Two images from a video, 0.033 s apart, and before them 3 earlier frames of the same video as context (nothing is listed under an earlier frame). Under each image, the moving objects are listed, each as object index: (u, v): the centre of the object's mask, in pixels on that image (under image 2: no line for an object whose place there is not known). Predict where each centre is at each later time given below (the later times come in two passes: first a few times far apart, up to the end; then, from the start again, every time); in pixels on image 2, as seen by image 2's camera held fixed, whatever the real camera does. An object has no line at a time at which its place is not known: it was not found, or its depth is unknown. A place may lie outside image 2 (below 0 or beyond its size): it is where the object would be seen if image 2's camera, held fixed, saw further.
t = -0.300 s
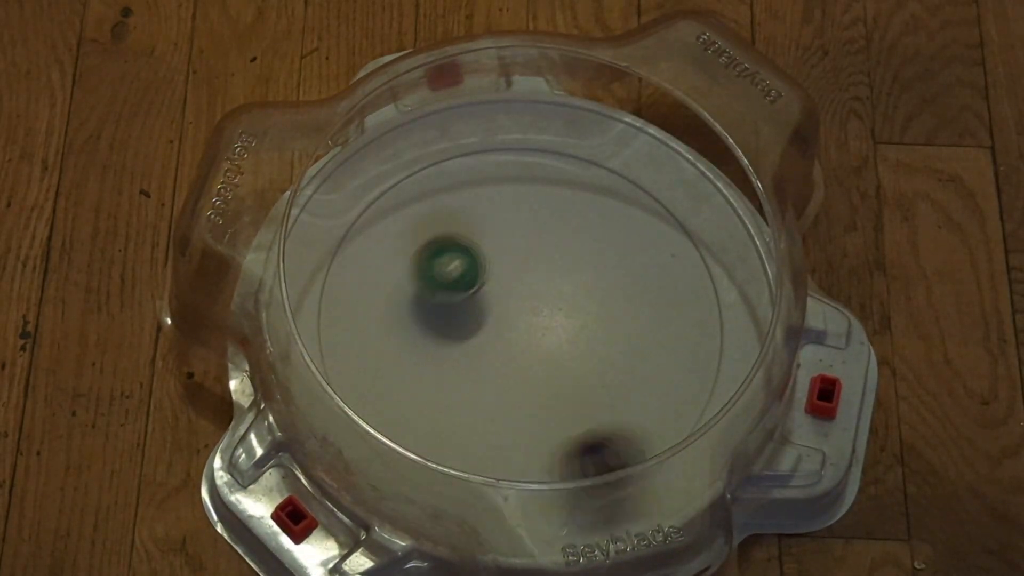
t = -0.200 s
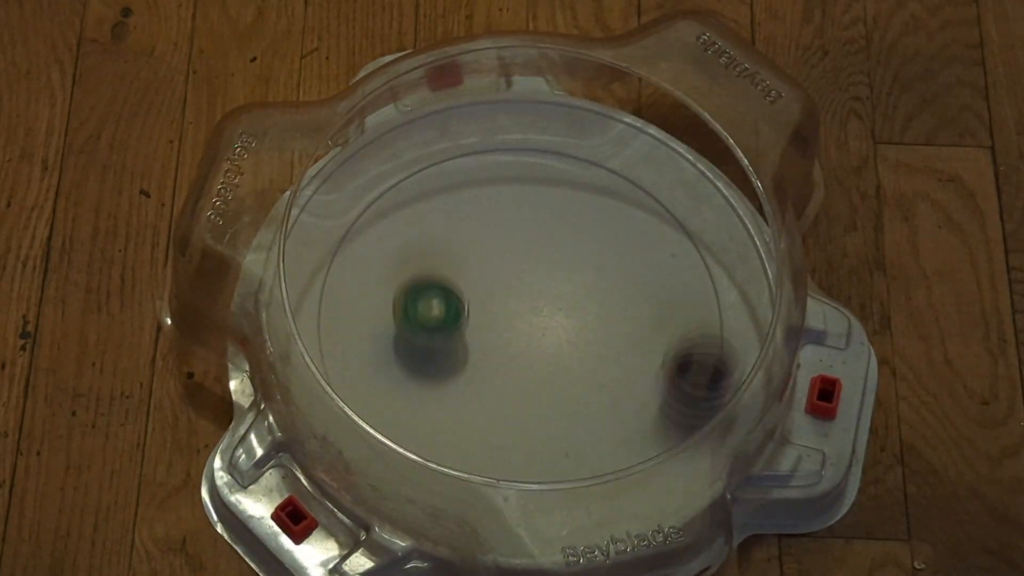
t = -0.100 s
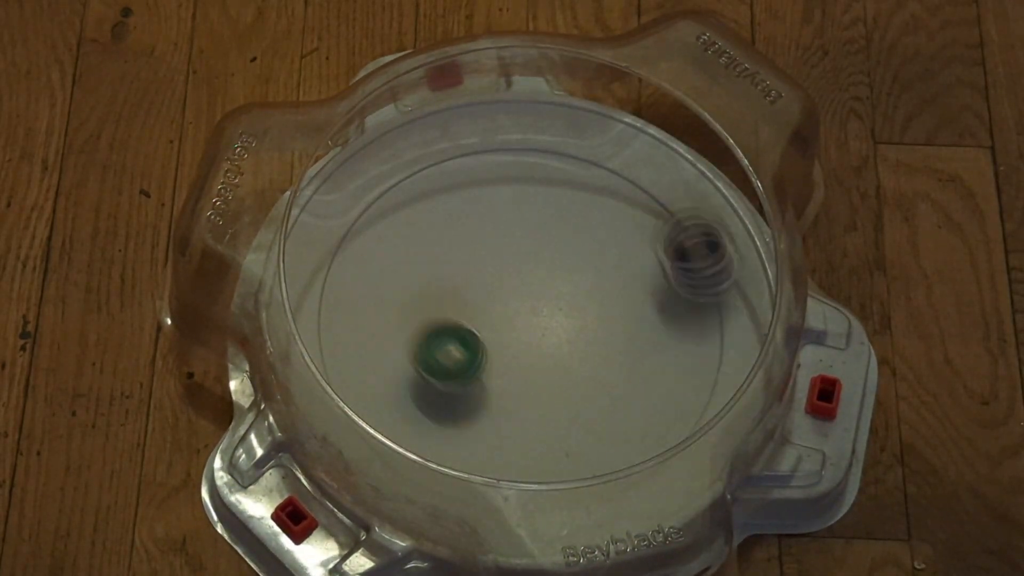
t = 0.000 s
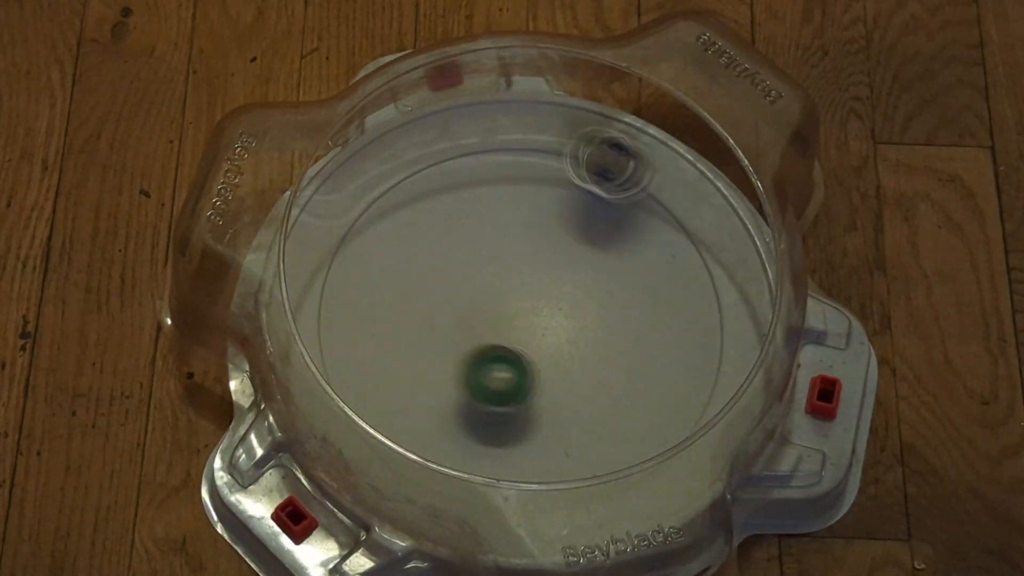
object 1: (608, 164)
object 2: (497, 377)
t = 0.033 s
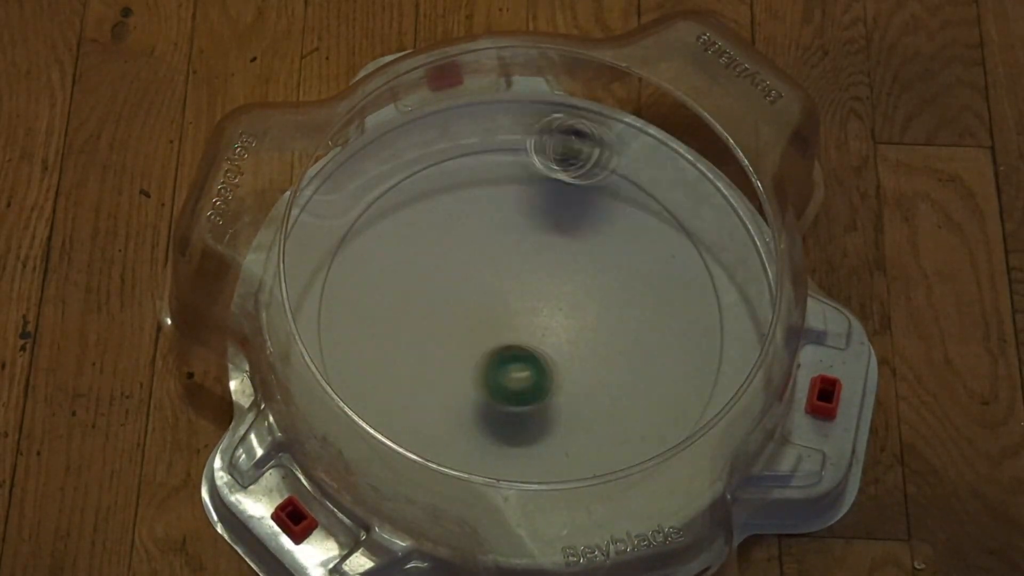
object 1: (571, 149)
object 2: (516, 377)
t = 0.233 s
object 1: (347, 226)
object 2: (587, 313)
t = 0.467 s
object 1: (483, 473)
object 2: (514, 241)
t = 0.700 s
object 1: (705, 330)
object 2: (448, 308)
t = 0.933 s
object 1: (542, 153)
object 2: (544, 362)
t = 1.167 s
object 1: (345, 248)
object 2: (591, 284)
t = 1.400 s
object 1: (475, 466)
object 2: (497, 252)
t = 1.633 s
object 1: (680, 369)
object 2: (480, 340)
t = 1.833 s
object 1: (638, 196)
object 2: (556, 365)
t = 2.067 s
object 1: (431, 183)
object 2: (579, 293)
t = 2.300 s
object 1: (384, 363)
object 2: (494, 288)
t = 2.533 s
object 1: (577, 446)
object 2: (497, 362)
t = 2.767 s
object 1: (683, 282)
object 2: (563, 346)
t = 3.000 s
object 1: (499, 173)
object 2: (525, 287)
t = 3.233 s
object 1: (360, 295)
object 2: (472, 325)
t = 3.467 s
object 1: (480, 452)
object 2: (523, 353)
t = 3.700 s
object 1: (670, 362)
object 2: (538, 299)
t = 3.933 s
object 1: (588, 189)
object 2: (487, 292)
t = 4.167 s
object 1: (389, 215)
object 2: (498, 331)
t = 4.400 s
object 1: (421, 417)
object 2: (541, 314)
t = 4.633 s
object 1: (651, 404)
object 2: (522, 283)
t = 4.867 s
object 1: (661, 221)
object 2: (502, 309)
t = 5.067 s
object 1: (483, 167)
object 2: (530, 324)
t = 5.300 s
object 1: (370, 337)
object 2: (544, 306)
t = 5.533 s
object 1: (544, 453)
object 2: (524, 300)
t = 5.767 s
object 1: (663, 289)
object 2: (518, 326)
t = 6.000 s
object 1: (443, 204)
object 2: (533, 327)
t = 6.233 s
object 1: (374, 383)
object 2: (527, 314)
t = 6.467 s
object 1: (593, 435)
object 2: (510, 319)
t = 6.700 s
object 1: (598, 239)
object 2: (514, 328)
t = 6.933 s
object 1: (391, 241)
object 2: (521, 317)
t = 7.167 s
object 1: (469, 414)
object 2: (512, 308)
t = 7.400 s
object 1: (622, 336)
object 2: (507, 312)
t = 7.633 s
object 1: (544, 224)
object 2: (516, 313)
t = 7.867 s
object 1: (435, 288)
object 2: (532, 311)
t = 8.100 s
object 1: (450, 395)
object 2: (562, 291)
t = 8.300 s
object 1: (562, 372)
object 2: (537, 289)
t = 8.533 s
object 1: (626, 315)
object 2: (479, 253)
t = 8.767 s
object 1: (527, 257)
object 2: (460, 321)
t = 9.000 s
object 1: (450, 302)
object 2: (524, 347)
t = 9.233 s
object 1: (516, 380)
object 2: (547, 311)
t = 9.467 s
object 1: (596, 313)
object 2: (514, 298)
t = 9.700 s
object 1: (606, 202)
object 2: (484, 329)
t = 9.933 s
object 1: (496, 234)
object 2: (515, 345)
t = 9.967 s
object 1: (487, 255)
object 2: (515, 342)
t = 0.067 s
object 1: (531, 144)
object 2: (534, 374)
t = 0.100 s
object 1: (486, 145)
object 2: (550, 367)
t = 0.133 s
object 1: (448, 154)
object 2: (565, 357)
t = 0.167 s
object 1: (403, 175)
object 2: (577, 342)
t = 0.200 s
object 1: (372, 198)
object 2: (584, 330)
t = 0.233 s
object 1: (347, 226)
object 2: (587, 313)
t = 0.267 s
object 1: (334, 265)
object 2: (586, 297)
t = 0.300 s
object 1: (331, 317)
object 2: (581, 283)
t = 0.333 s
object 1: (342, 355)
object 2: (572, 268)
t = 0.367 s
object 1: (367, 393)
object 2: (560, 257)
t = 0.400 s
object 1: (401, 424)
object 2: (547, 249)
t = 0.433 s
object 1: (442, 461)
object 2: (530, 244)
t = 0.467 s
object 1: (483, 473)
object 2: (514, 241)
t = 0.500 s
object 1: (531, 477)
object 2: (497, 242)
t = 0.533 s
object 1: (575, 466)
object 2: (479, 247)
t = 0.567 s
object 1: (616, 450)
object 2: (468, 254)
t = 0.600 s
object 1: (649, 429)
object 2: (456, 265)
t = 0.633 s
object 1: (677, 402)
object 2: (449, 277)
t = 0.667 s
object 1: (697, 368)
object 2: (446, 292)
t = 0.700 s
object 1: (705, 330)
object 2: (448, 308)
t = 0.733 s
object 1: (703, 292)
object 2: (455, 323)
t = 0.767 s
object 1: (694, 258)
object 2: (464, 335)
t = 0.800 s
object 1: (675, 228)
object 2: (477, 347)
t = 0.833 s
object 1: (648, 204)
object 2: (493, 356)
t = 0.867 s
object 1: (616, 181)
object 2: (510, 362)
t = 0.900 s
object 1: (581, 165)
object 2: (527, 363)
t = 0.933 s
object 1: (542, 153)
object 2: (544, 362)
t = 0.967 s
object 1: (501, 146)
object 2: (559, 358)
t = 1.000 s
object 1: (460, 148)
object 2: (573, 351)
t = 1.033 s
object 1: (428, 155)
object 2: (584, 340)
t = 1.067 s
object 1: (400, 170)
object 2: (592, 328)
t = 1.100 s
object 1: (376, 195)
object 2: (595, 314)
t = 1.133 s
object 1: (357, 220)
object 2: (596, 299)
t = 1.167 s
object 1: (345, 248)
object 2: (591, 284)
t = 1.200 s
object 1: (340, 281)
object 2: (582, 271)
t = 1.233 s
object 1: (342, 319)
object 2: (572, 259)
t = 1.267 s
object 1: (353, 359)
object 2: (557, 250)
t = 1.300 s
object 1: (375, 390)
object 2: (543, 243)
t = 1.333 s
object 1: (402, 420)
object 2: (527, 241)
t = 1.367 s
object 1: (438, 443)
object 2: (512, 244)
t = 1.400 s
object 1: (475, 466)
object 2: (497, 252)
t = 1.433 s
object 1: (514, 472)
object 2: (486, 261)
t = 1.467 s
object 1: (552, 470)
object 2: (476, 273)
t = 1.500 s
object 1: (586, 460)
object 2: (469, 285)
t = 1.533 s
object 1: (616, 444)
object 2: (465, 300)
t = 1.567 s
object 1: (643, 423)
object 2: (467, 315)
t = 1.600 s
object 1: (665, 399)
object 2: (472, 329)
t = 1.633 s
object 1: (680, 369)
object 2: (480, 340)
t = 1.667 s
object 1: (689, 338)
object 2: (489, 350)
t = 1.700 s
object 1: (692, 306)
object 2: (501, 358)
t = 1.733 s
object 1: (687, 274)
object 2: (515, 364)
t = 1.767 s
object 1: (677, 245)
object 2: (528, 366)
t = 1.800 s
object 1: (660, 218)
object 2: (542, 367)
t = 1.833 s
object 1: (638, 196)
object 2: (556, 365)
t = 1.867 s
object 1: (612, 177)
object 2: (568, 359)
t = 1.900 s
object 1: (581, 164)
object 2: (578, 350)
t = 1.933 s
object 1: (550, 155)
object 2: (586, 339)
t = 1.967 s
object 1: (518, 153)
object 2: (590, 327)
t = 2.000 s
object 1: (488, 157)
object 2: (590, 315)
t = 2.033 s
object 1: (458, 167)
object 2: (587, 303)
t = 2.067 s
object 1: (431, 183)
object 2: (579, 293)
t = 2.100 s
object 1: (410, 201)
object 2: (570, 284)
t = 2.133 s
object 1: (392, 223)
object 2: (558, 278)
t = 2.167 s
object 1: (380, 249)
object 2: (544, 273)
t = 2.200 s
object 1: (372, 276)
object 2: (529, 272)
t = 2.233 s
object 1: (370, 305)
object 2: (517, 275)
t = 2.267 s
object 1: (374, 334)
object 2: (504, 280)
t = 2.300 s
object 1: (384, 363)
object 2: (494, 288)
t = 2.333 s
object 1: (400, 389)
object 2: (486, 298)
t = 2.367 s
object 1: (421, 412)
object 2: (480, 311)
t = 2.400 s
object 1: (447, 429)
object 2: (477, 323)
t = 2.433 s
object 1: (478, 442)
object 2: (479, 336)
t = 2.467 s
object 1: (510, 449)
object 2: (482, 347)
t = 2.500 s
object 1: (543, 450)
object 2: (489, 356)
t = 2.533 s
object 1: (577, 446)
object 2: (497, 362)
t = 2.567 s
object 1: (607, 436)
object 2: (508, 367)
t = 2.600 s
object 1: (636, 420)
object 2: (519, 372)
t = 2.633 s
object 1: (658, 399)
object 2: (530, 371)
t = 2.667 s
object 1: (675, 372)
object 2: (540, 369)
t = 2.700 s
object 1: (685, 343)
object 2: (550, 363)
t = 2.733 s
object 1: (688, 313)
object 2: (558, 354)
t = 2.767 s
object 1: (683, 282)
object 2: (563, 346)
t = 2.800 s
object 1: (670, 253)
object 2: (566, 335)
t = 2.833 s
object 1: (649, 227)
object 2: (565, 324)
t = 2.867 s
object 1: (624, 206)
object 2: (562, 313)
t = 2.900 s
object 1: (593, 189)
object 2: (556, 303)
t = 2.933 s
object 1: (562, 178)
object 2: (547, 297)
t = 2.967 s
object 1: (530, 172)
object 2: (536, 291)
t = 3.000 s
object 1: (499, 173)
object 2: (525, 287)
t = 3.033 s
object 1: (468, 178)
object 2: (513, 287)
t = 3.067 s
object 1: (440, 189)
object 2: (502, 289)
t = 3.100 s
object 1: (415, 204)
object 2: (492, 293)
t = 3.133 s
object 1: (393, 222)
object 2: (483, 300)
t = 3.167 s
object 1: (378, 244)
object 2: (477, 307)
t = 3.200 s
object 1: (365, 270)
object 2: (473, 316)
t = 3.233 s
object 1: (360, 295)
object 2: (472, 325)
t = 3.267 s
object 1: (360, 324)
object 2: (473, 334)
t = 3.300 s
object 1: (364, 353)
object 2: (477, 341)
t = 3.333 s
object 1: (376, 381)
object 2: (484, 348)
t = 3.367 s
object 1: (396, 403)
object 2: (492, 352)
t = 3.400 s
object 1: (418, 423)
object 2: (503, 355)
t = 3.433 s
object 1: (447, 440)
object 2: (512, 355)
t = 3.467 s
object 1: (480, 452)
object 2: (523, 353)
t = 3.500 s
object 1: (510, 456)
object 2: (531, 349)
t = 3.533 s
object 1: (546, 456)
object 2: (538, 342)
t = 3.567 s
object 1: (580, 449)
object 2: (542, 334)
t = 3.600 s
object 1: (611, 436)
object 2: (546, 325)
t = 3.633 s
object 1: (637, 417)
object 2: (545, 317)
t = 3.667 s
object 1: (658, 392)
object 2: (543, 308)
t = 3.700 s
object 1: (670, 362)
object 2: (538, 299)
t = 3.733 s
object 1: (676, 331)
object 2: (531, 292)
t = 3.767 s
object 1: (675, 300)
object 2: (524, 287)
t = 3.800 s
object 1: (668, 273)
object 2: (516, 283)
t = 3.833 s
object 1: (655, 247)
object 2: (509, 283)
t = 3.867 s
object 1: (638, 224)
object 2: (500, 284)
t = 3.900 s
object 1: (615, 204)
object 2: (493, 287)
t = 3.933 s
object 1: (588, 189)
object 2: (487, 292)
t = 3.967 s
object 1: (560, 177)
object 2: (483, 296)
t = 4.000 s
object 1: (532, 170)
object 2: (479, 303)
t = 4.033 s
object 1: (500, 168)
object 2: (478, 309)
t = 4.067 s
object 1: (471, 171)
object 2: (479, 315)
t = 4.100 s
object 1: (443, 180)
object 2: (483, 321)
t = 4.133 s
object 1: (414, 195)
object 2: (490, 326)
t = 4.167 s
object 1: (389, 215)
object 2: (498, 331)
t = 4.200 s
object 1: (371, 240)
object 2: (505, 334)
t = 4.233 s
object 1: (359, 267)
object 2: (513, 335)
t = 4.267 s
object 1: (355, 297)
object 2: (520, 335)
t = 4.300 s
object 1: (360, 332)
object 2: (527, 332)
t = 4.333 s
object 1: (372, 363)
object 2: (533, 326)
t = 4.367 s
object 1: (391, 392)
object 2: (537, 321)
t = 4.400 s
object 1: (421, 417)
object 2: (541, 314)
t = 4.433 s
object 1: (453, 435)
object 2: (542, 307)
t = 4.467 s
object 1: (488, 445)
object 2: (541, 300)
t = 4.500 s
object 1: (523, 449)
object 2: (539, 294)
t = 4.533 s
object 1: (560, 448)
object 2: (536, 289)
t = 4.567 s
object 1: (595, 439)
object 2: (532, 286)
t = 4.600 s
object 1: (625, 424)
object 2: (527, 283)
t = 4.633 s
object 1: (651, 404)
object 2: (522, 283)
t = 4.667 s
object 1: (671, 380)
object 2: (516, 285)
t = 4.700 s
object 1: (685, 356)
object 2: (511, 287)
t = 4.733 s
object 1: (692, 326)
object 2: (507, 291)
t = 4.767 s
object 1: (692, 298)
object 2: (503, 295)
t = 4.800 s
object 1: (689, 272)
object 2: (501, 299)
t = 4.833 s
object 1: (678, 245)
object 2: (501, 304)
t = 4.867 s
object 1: (661, 221)
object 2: (502, 309)
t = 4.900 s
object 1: (641, 201)
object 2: (504, 313)
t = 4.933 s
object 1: (616, 185)
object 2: (507, 317)
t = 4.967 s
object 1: (587, 173)
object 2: (512, 320)
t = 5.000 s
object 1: (551, 164)
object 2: (517, 322)
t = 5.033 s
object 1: (517, 161)
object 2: (524, 323)
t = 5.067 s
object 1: (483, 167)
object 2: (530, 324)
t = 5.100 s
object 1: (450, 177)
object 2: (535, 323)
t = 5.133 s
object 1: (420, 196)
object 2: (539, 322)
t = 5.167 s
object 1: (398, 216)
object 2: (542, 321)
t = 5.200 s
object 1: (380, 245)
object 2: (544, 318)
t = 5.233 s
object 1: (371, 271)
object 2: (545, 314)
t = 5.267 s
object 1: (366, 304)
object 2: (544, 310)
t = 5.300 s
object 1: (370, 337)
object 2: (544, 306)
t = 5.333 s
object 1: (381, 366)
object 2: (542, 303)
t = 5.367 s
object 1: (396, 392)
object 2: (540, 300)
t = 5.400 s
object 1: (418, 415)
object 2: (538, 298)
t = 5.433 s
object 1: (447, 433)
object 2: (534, 298)
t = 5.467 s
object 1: (478, 445)
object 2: (531, 297)
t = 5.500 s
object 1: (508, 451)
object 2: (528, 298)
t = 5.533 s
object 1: (544, 453)
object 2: (524, 300)
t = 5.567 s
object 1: (574, 448)
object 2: (521, 304)
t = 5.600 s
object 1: (610, 435)
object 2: (519, 308)
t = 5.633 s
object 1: (635, 417)
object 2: (518, 312)
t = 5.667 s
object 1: (656, 390)
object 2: (516, 316)
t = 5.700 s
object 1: (668, 358)
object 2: (516, 320)
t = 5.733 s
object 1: (670, 323)
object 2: (517, 324)
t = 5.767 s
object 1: (663, 289)
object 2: (518, 326)
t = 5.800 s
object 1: (649, 260)
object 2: (519, 328)
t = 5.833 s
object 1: (623, 230)
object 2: (521, 329)
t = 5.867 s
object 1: (593, 211)
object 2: (524, 330)
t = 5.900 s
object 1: (556, 197)
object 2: (526, 330)
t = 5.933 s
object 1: (518, 191)
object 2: (529, 330)
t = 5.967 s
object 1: (480, 193)
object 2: (531, 329)
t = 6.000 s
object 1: (443, 204)
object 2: (533, 327)
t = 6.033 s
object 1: (413, 219)
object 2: (534, 325)
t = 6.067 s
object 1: (390, 237)
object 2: (535, 323)
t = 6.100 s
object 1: (371, 266)
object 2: (534, 321)
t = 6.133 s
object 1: (362, 294)
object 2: (533, 319)
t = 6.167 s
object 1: (357, 325)
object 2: (532, 317)
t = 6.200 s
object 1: (361, 356)
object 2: (530, 315)
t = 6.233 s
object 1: (374, 383)
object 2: (527, 314)
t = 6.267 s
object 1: (395, 409)
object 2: (525, 313)
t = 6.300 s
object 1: (424, 431)
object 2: (522, 313)
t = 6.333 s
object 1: (457, 446)
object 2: (519, 313)
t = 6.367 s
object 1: (491, 454)
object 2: (516, 314)
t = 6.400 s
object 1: (530, 455)
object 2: (514, 315)
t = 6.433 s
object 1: (563, 449)
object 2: (512, 317)
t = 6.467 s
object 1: (593, 435)
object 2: (510, 319)
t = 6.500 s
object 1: (620, 411)
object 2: (509, 321)
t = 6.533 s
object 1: (637, 385)
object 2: (509, 323)
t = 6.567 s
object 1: (644, 358)
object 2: (509, 325)
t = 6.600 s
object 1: (645, 327)
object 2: (510, 327)
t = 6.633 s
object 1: (636, 293)
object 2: (511, 327)
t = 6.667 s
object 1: (620, 263)
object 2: (513, 328)
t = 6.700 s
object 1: (598, 239)
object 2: (514, 328)
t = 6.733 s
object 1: (571, 218)
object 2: (516, 327)
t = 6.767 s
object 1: (537, 204)
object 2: (517, 326)
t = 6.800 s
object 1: (503, 197)
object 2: (519, 325)
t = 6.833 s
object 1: (469, 196)
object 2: (520, 324)
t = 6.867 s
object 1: (437, 204)
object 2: (521, 322)
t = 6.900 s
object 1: (411, 219)
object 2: (521, 319)
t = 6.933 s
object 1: (391, 241)
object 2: (521, 317)
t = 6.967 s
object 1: (377, 268)
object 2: (521, 315)
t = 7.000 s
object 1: (372, 297)
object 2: (521, 313)
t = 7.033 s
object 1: (379, 333)
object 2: (520, 312)
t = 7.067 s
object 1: (394, 362)
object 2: (518, 310)
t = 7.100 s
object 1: (416, 385)
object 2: (516, 309)
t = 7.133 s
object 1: (440, 402)
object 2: (514, 309)
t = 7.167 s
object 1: (469, 414)
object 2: (512, 308)
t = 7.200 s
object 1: (500, 418)
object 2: (510, 308)
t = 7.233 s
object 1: (531, 416)
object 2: (508, 309)
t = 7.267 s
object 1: (555, 407)
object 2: (507, 309)
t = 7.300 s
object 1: (580, 394)
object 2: (506, 309)
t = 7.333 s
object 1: (598, 378)
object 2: (506, 310)
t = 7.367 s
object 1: (613, 359)
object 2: (506, 311)
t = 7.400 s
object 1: (622, 336)
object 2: (507, 312)
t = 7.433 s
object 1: (624, 314)
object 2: (508, 313)
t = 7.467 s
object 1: (621, 292)
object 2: (509, 313)
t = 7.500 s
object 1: (612, 271)
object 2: (511, 314)
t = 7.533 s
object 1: (599, 252)
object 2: (512, 314)
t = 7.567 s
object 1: (583, 238)
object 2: (513, 314)
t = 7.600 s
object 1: (562, 229)
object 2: (515, 314)
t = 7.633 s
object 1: (544, 224)
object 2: (516, 313)
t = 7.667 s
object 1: (522, 224)
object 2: (518, 313)
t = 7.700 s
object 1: (502, 227)
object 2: (519, 312)
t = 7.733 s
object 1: (486, 234)
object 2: (521, 312)
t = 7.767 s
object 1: (471, 246)
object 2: (522, 311)
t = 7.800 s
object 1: (459, 259)
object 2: (523, 310)
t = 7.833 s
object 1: (451, 277)
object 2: (523, 309)
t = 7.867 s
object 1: (435, 288)
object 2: (532, 311)
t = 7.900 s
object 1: (422, 301)
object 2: (542, 314)
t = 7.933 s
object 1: (415, 316)
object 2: (547, 315)
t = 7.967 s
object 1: (413, 335)
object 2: (552, 312)
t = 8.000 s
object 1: (417, 353)
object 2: (555, 307)
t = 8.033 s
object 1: (423, 369)
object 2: (559, 301)
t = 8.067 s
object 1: (437, 385)
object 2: (561, 296)
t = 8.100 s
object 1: (450, 395)
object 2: (562, 291)
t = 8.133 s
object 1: (471, 403)
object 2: (561, 288)
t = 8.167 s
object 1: (490, 405)
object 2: (558, 286)
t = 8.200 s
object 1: (511, 403)
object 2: (553, 285)
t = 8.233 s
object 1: (529, 396)
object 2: (548, 286)
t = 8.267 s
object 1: (548, 386)
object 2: (542, 287)
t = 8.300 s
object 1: (562, 372)
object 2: (537, 289)
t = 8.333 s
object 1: (574, 356)
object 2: (533, 292)
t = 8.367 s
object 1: (593, 357)
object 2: (522, 275)
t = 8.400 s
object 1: (603, 357)
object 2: (512, 261)
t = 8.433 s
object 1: (615, 351)
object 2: (503, 253)
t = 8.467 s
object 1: (620, 342)
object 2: (496, 250)
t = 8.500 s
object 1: (625, 330)
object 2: (488, 250)
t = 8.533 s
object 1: (626, 315)
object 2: (479, 253)
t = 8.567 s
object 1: (623, 298)
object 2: (470, 259)
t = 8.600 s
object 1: (616, 284)
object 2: (461, 267)
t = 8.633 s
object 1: (601, 271)
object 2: (454, 278)
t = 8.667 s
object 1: (588, 262)
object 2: (451, 289)
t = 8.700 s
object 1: (566, 256)
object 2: (451, 301)
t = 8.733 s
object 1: (550, 254)
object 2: (454, 312)
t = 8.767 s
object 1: (527, 257)
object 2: (460, 321)
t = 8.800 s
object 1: (512, 262)
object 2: (469, 327)
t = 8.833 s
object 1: (500, 265)
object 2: (477, 335)
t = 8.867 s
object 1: (490, 265)
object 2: (483, 344)
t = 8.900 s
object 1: (479, 271)
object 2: (490, 347)
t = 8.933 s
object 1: (466, 279)
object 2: (500, 349)
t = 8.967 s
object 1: (458, 289)
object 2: (512, 350)
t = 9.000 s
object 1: (450, 302)
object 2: (524, 347)
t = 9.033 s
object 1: (449, 317)
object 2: (530, 342)
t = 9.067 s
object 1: (450, 331)
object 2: (538, 337)
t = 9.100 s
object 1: (458, 346)
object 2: (545, 331)
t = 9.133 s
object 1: (469, 359)
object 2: (549, 325)
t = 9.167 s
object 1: (483, 370)
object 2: (551, 319)
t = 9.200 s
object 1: (498, 377)
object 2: (550, 314)
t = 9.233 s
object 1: (516, 380)
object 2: (547, 311)
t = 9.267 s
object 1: (534, 380)
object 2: (540, 308)
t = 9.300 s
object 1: (549, 376)
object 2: (533, 305)
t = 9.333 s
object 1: (566, 369)
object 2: (525, 303)
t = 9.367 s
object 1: (579, 358)
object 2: (519, 301)
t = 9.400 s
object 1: (590, 343)
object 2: (515, 299)
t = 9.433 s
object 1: (595, 328)
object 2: (513, 298)
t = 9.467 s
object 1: (596, 313)
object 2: (514, 298)
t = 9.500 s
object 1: (595, 297)
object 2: (516, 300)
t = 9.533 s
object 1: (608, 280)
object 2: (504, 304)
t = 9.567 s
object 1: (621, 261)
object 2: (492, 308)
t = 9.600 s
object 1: (627, 243)
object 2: (485, 313)
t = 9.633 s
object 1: (625, 227)
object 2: (481, 319)
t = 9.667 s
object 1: (618, 211)
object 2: (481, 324)
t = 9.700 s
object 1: (606, 202)
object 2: (484, 329)
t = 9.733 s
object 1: (591, 192)
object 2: (489, 334)
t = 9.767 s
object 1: (575, 186)
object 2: (495, 338)
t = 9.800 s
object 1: (555, 187)
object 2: (501, 341)
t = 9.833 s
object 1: (538, 191)
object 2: (506, 344)
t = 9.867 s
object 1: (521, 203)
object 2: (510, 346)
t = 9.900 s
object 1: (505, 218)
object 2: (513, 346)
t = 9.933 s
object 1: (496, 234)
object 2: (515, 345)
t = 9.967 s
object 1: (487, 255)
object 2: (515, 342)
